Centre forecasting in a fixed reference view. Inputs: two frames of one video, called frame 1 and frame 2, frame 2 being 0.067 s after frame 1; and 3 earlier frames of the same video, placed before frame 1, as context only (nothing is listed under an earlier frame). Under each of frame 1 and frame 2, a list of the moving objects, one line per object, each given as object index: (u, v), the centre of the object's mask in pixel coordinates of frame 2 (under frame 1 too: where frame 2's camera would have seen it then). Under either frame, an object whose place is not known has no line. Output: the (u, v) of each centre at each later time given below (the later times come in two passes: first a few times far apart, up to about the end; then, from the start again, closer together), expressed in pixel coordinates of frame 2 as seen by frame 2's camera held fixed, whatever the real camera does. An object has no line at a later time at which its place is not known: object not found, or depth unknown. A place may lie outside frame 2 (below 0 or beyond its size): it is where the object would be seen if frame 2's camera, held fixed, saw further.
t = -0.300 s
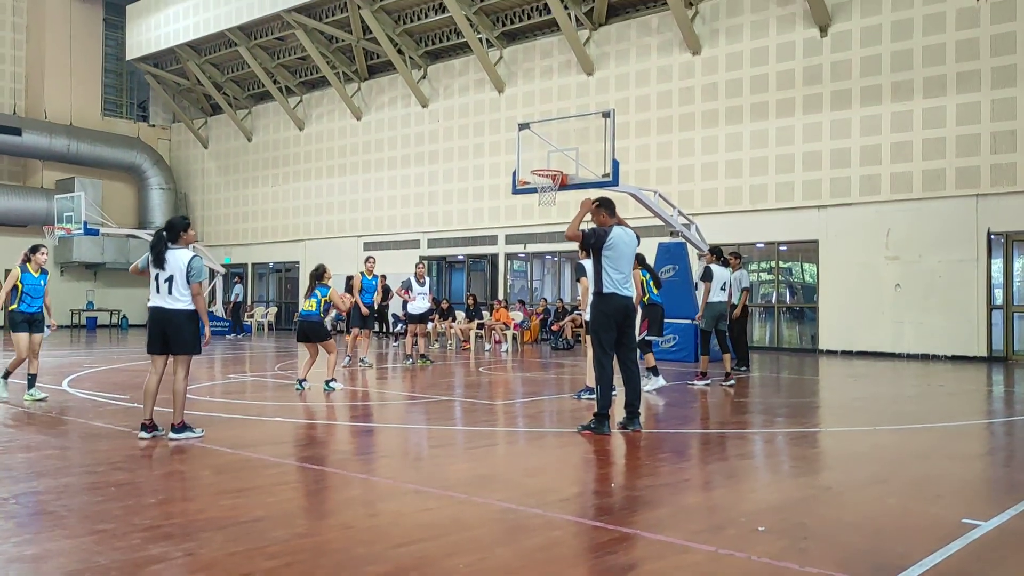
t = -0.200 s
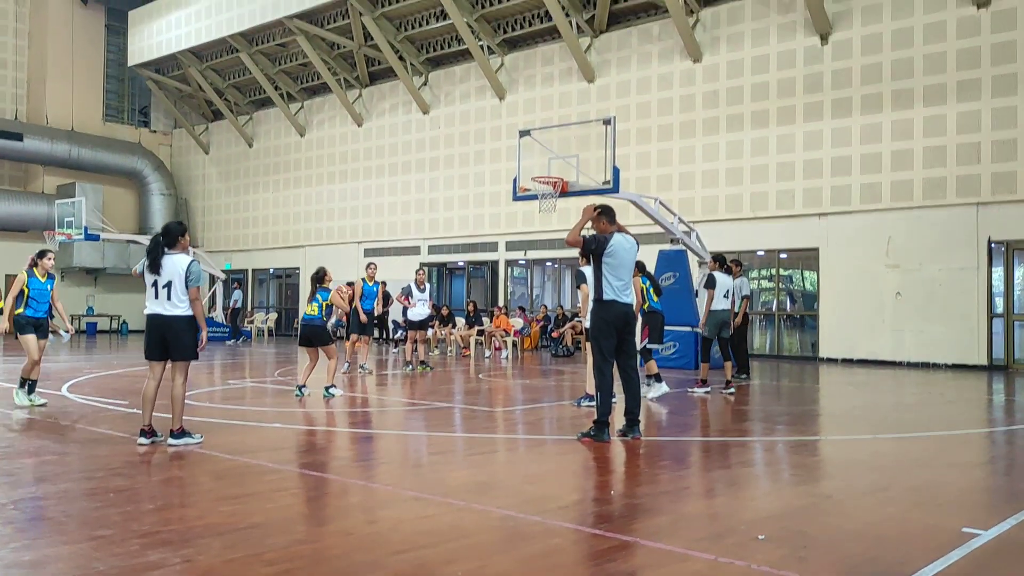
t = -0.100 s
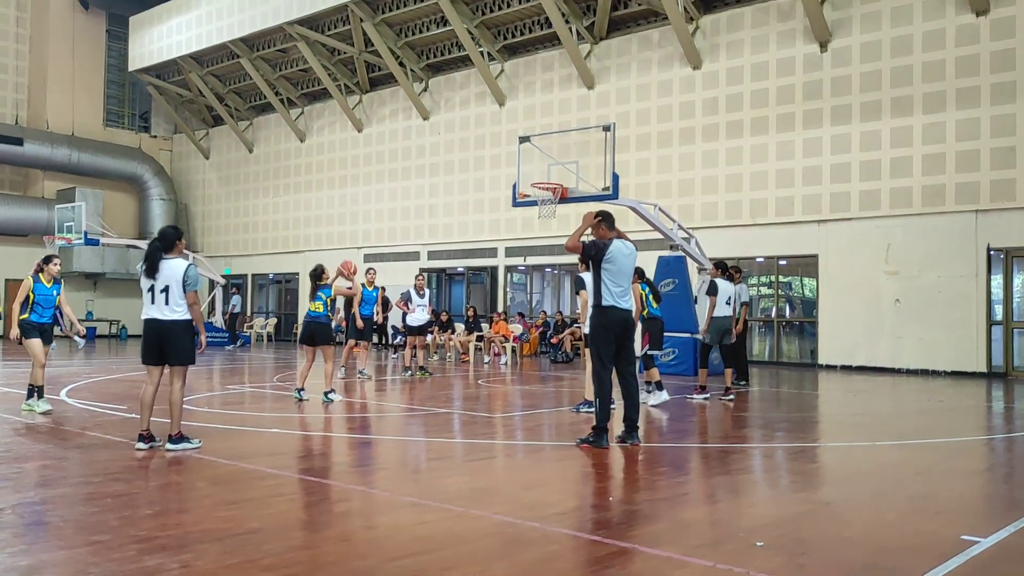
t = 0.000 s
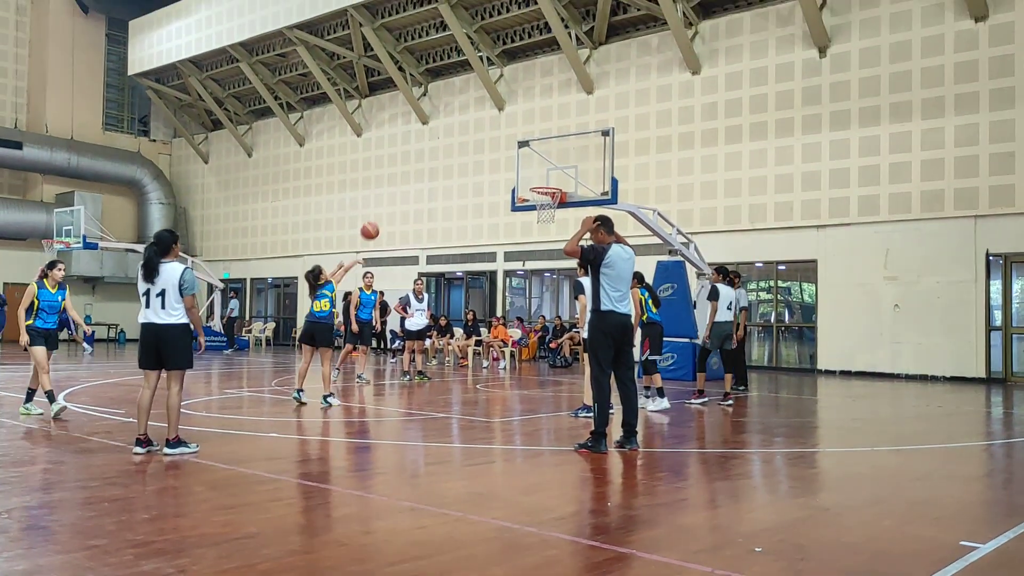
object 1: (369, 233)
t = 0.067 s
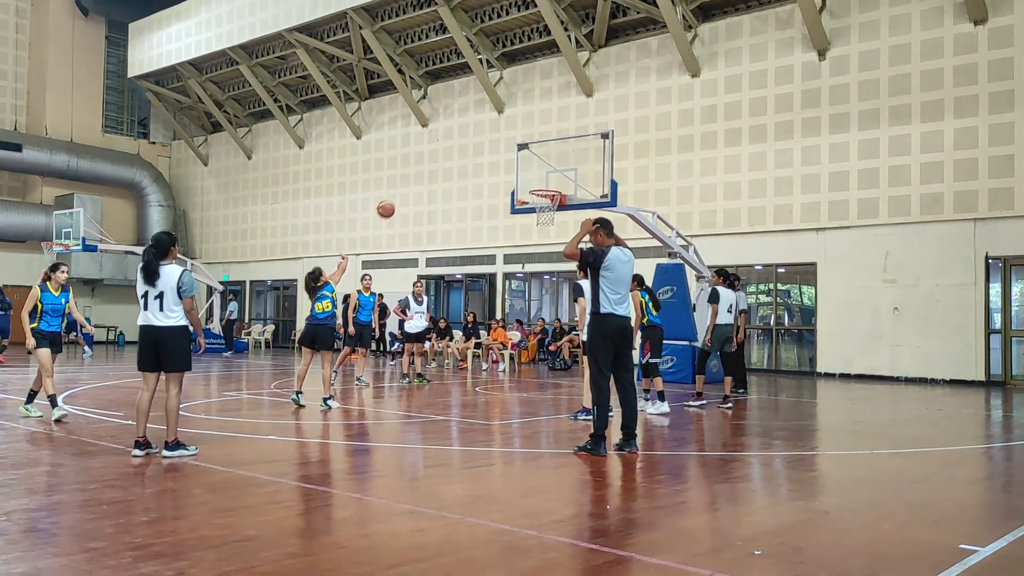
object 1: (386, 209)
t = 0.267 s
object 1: (431, 161)
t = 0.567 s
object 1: (489, 148)
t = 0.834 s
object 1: (534, 187)
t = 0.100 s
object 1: (394, 199)
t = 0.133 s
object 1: (401, 189)
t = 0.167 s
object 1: (409, 181)
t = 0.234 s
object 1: (424, 167)
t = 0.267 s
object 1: (431, 161)
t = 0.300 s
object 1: (438, 156)
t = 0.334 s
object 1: (445, 152)
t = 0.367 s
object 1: (452, 150)
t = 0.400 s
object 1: (459, 147)
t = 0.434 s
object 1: (465, 146)
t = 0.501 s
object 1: (477, 146)
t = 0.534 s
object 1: (483, 146)
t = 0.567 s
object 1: (489, 148)
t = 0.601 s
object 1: (495, 151)
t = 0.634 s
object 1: (501, 154)
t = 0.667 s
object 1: (507, 158)
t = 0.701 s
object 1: (512, 162)
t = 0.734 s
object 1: (518, 168)
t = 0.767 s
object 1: (524, 174)
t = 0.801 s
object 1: (529, 180)
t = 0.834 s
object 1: (534, 187)
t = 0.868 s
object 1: (533, 192)
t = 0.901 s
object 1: (530, 197)
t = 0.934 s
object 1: (526, 202)
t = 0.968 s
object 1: (524, 208)
